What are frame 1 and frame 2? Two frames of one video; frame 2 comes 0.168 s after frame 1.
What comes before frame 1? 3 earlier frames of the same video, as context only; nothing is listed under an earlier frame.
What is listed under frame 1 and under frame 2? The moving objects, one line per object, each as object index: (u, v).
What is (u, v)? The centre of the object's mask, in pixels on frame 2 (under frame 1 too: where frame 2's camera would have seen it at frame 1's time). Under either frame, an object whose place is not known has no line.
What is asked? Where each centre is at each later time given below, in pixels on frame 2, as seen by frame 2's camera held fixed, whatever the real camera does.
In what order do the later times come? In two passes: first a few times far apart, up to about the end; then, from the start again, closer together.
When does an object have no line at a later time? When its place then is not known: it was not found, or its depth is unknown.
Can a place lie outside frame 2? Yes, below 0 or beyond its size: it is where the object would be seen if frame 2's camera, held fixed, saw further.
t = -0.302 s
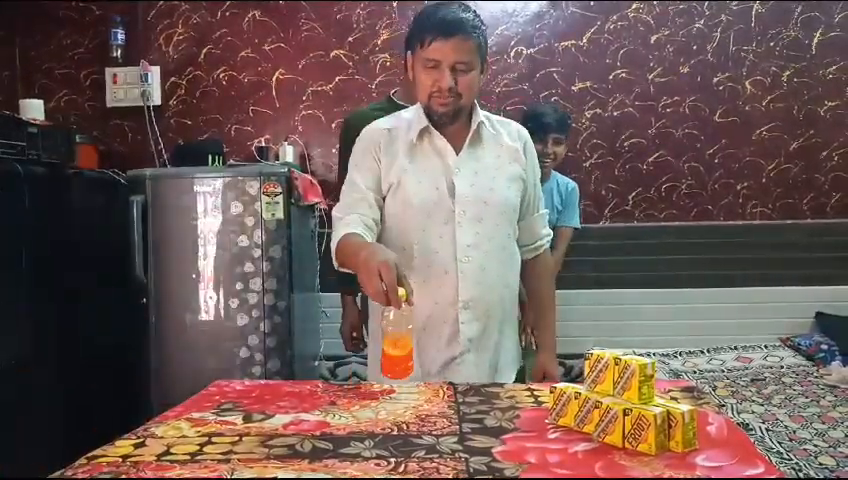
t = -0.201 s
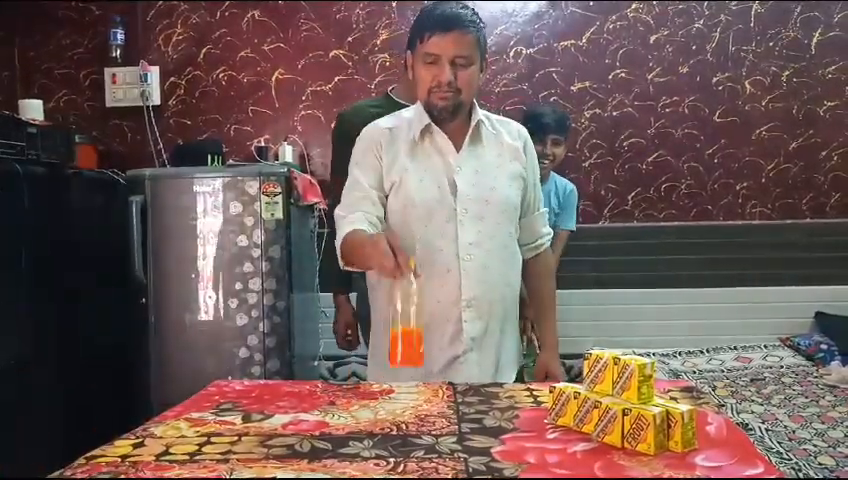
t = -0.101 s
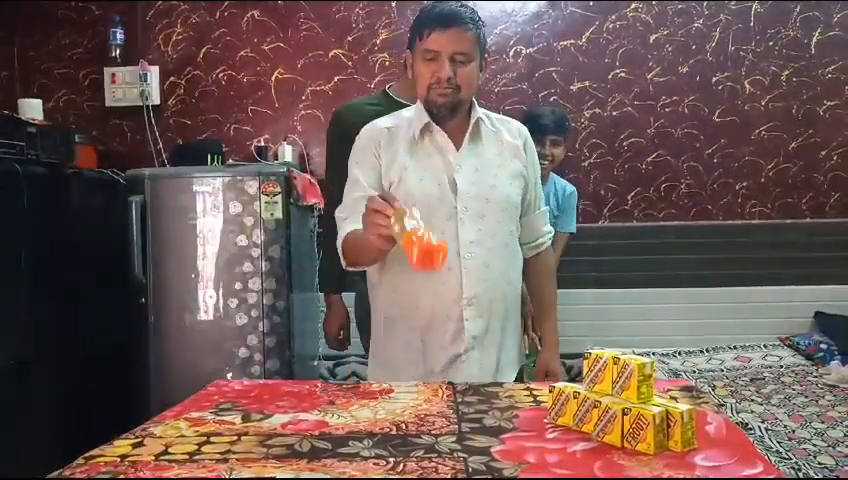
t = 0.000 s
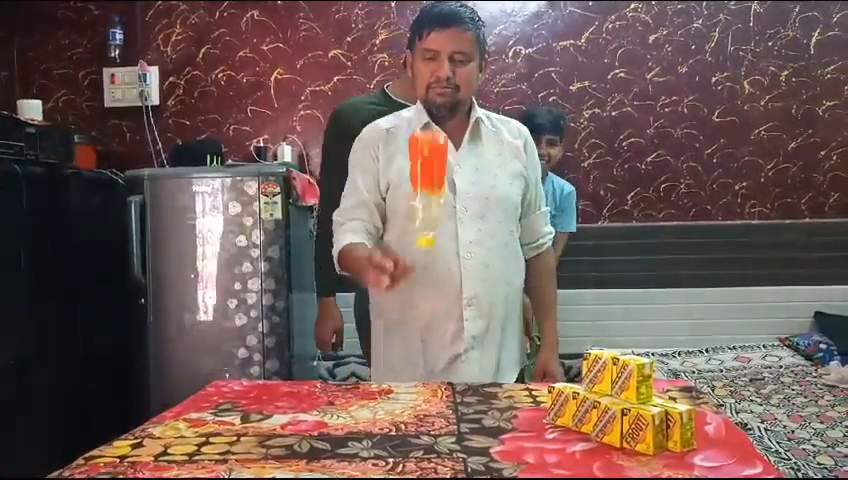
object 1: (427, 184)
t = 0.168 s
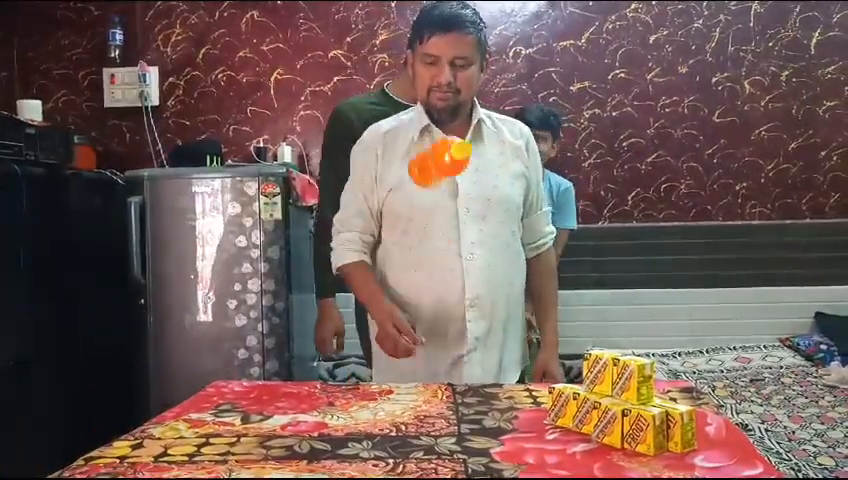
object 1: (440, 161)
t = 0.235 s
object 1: (444, 213)
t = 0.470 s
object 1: (456, 372)
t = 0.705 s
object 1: (459, 372)
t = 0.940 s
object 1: (455, 376)
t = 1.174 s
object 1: (462, 409)
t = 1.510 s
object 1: (462, 420)
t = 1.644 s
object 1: (462, 420)
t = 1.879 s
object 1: (462, 420)
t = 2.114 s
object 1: (462, 420)
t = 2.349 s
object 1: (462, 420)
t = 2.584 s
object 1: (462, 421)
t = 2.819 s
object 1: (462, 420)
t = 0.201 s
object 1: (442, 183)
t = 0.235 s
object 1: (444, 213)
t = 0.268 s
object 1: (446, 249)
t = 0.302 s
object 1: (449, 295)
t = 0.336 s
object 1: (452, 346)
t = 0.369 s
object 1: (454, 371)
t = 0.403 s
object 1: (454, 372)
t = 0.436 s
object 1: (455, 372)
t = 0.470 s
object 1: (456, 372)
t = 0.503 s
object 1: (458, 372)
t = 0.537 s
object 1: (459, 372)
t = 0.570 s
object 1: (459, 372)
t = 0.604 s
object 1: (460, 372)
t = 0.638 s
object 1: (460, 372)
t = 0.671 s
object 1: (460, 372)
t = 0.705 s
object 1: (459, 372)
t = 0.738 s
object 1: (459, 373)
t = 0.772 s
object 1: (458, 373)
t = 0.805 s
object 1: (457, 374)
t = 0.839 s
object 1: (456, 374)
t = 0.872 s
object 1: (456, 375)
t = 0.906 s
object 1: (456, 375)
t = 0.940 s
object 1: (455, 376)
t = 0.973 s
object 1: (456, 377)
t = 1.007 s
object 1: (456, 379)
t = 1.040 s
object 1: (456, 382)
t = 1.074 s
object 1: (457, 385)
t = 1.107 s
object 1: (459, 389)
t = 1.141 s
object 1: (459, 400)
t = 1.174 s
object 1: (462, 409)
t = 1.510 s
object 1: (462, 420)
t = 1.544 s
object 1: (462, 420)
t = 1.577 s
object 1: (462, 420)
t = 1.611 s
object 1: (462, 420)
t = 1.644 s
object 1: (462, 420)
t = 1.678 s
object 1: (462, 420)
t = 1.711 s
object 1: (462, 420)
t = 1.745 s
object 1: (462, 420)
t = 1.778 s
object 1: (462, 420)
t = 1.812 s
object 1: (462, 420)
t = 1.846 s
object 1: (462, 420)
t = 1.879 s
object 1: (462, 420)
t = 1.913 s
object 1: (462, 420)
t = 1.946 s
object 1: (462, 420)
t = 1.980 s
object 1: (462, 420)
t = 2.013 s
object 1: (462, 421)
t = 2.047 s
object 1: (462, 421)
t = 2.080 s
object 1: (462, 420)
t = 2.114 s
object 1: (462, 420)
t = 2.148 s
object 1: (462, 420)
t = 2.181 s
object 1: (462, 421)
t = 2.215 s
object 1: (462, 420)
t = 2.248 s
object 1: (462, 420)
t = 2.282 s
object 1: (462, 421)
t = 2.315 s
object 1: (462, 421)
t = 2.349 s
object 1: (462, 420)
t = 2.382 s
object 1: (462, 420)
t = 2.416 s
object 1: (462, 421)
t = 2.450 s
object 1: (462, 420)
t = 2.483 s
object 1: (462, 421)
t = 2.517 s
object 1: (462, 421)
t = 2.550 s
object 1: (462, 421)
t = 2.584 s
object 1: (462, 421)
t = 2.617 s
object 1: (462, 420)
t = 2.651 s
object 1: (462, 420)
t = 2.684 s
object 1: (462, 421)
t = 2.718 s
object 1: (462, 420)
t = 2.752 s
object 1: (462, 420)
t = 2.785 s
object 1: (462, 420)
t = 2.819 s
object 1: (462, 420)
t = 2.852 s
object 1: (462, 420)
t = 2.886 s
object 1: (462, 420)
